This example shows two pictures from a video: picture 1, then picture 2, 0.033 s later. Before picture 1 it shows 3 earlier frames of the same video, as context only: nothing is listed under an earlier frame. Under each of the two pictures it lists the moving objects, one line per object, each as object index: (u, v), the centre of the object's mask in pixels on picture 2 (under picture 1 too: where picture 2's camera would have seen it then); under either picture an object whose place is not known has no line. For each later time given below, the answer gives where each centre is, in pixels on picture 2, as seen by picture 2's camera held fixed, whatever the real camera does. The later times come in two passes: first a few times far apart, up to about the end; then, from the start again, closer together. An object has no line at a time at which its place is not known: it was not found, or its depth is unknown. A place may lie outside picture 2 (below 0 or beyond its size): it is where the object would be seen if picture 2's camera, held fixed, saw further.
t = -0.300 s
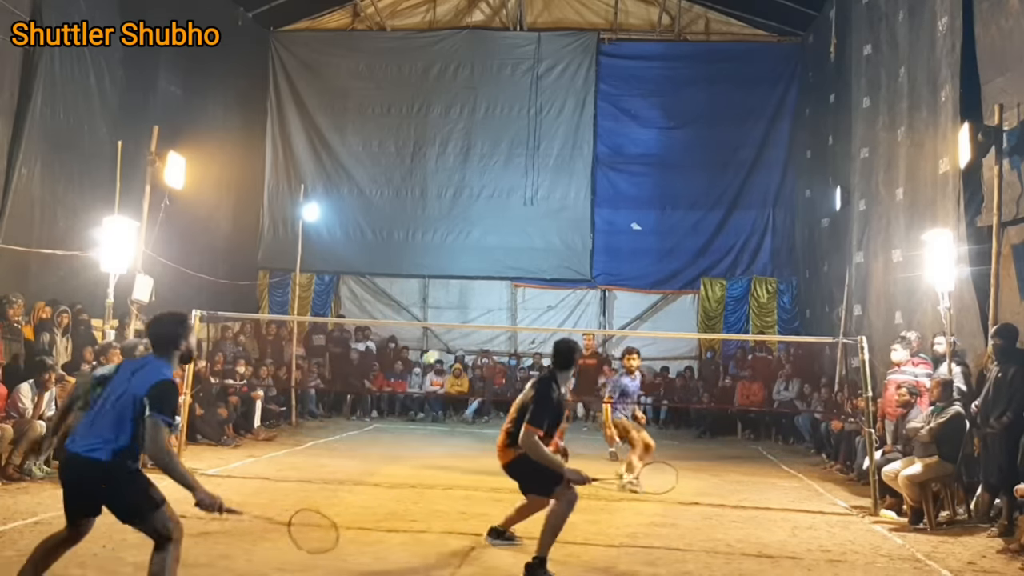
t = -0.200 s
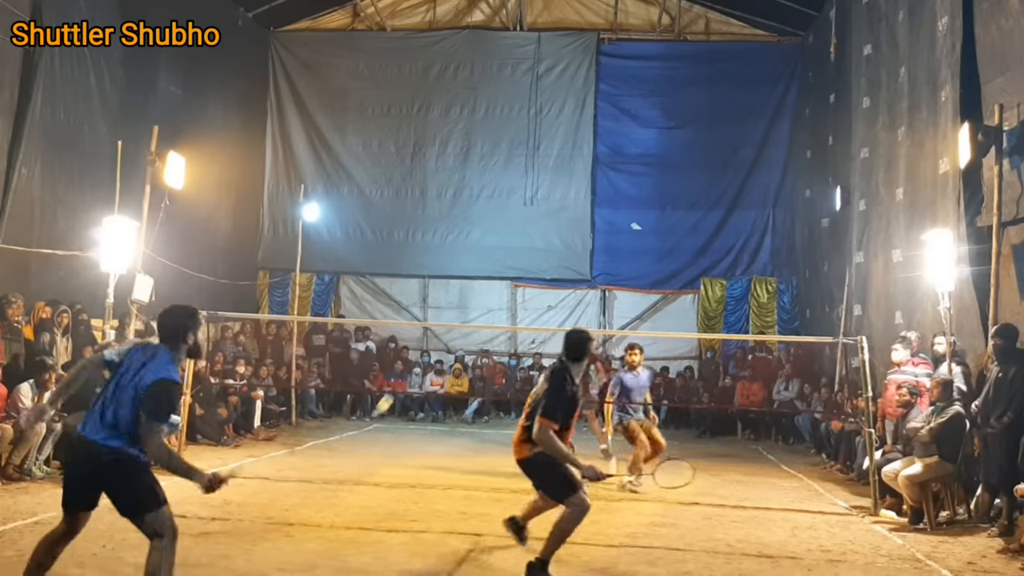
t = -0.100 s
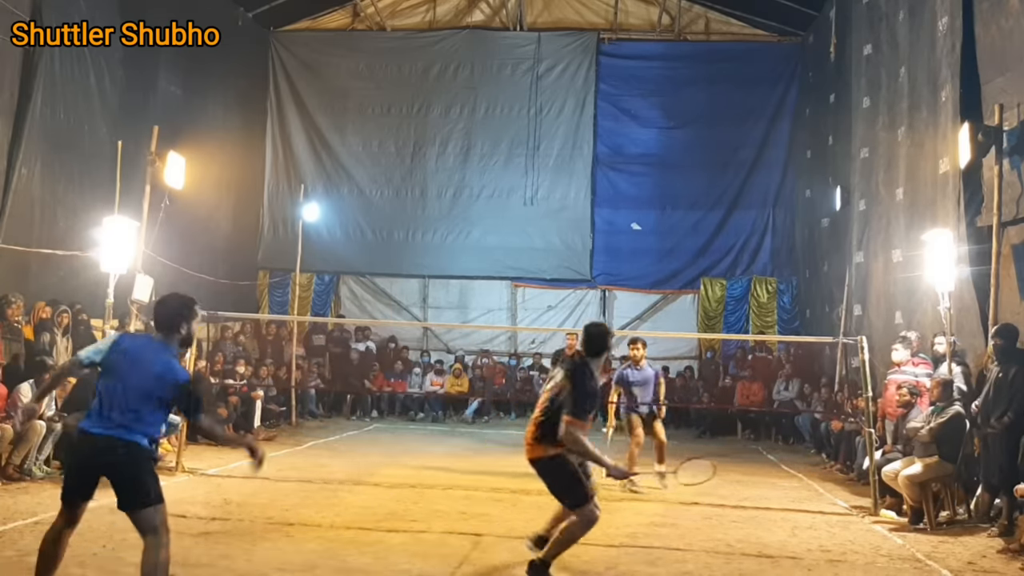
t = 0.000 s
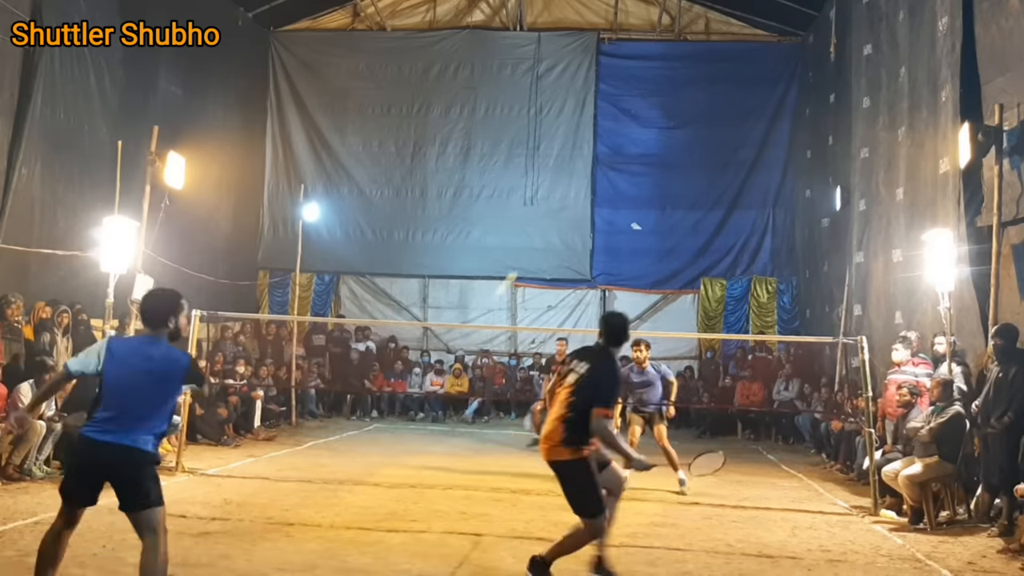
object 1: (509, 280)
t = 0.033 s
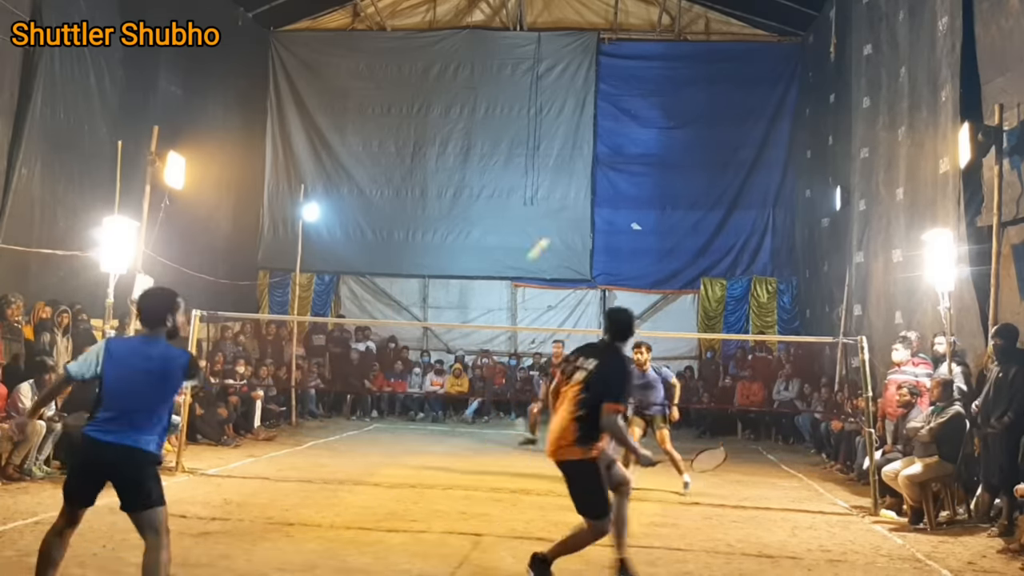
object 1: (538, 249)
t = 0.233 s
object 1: (634, 164)
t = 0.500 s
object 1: (679, 161)
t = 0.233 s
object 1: (634, 164)
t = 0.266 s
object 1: (642, 160)
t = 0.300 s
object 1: (649, 157)
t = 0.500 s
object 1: (679, 161)
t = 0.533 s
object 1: (683, 164)
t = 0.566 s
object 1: (687, 168)
